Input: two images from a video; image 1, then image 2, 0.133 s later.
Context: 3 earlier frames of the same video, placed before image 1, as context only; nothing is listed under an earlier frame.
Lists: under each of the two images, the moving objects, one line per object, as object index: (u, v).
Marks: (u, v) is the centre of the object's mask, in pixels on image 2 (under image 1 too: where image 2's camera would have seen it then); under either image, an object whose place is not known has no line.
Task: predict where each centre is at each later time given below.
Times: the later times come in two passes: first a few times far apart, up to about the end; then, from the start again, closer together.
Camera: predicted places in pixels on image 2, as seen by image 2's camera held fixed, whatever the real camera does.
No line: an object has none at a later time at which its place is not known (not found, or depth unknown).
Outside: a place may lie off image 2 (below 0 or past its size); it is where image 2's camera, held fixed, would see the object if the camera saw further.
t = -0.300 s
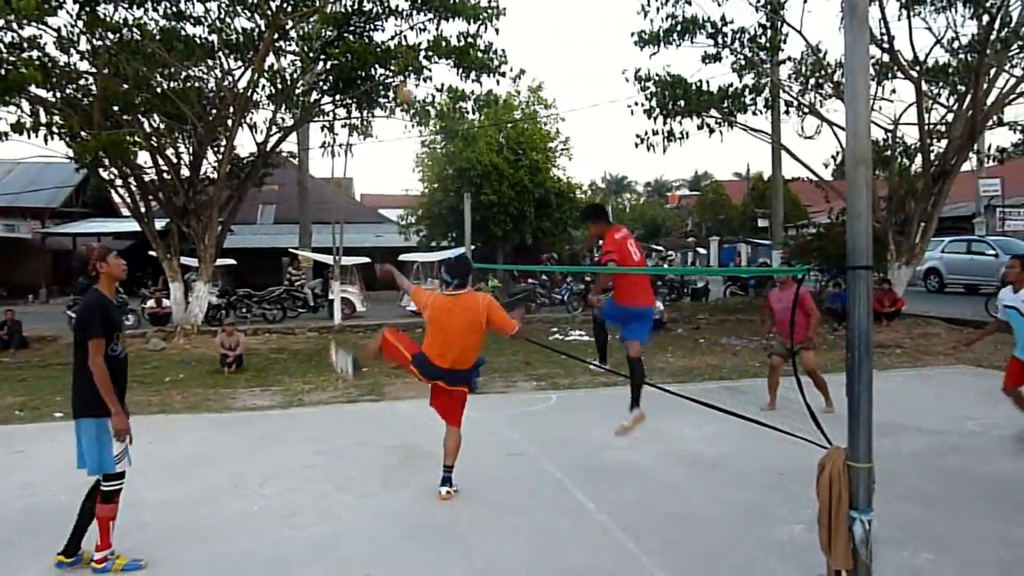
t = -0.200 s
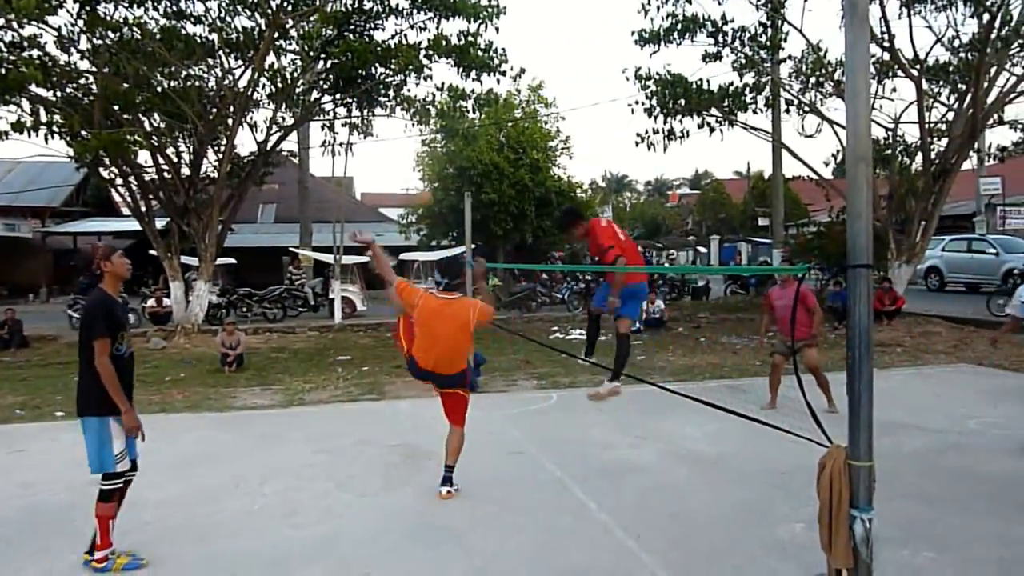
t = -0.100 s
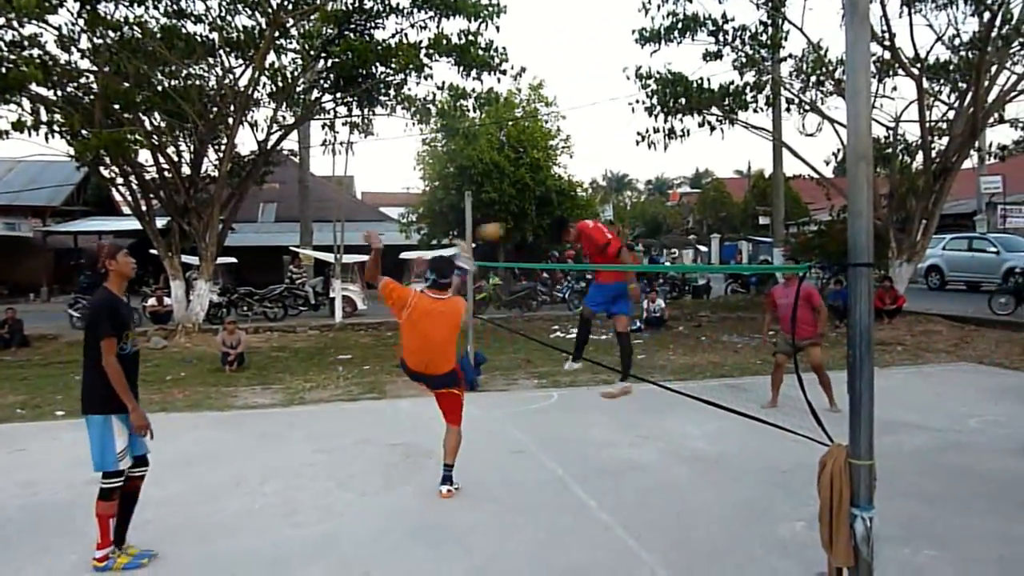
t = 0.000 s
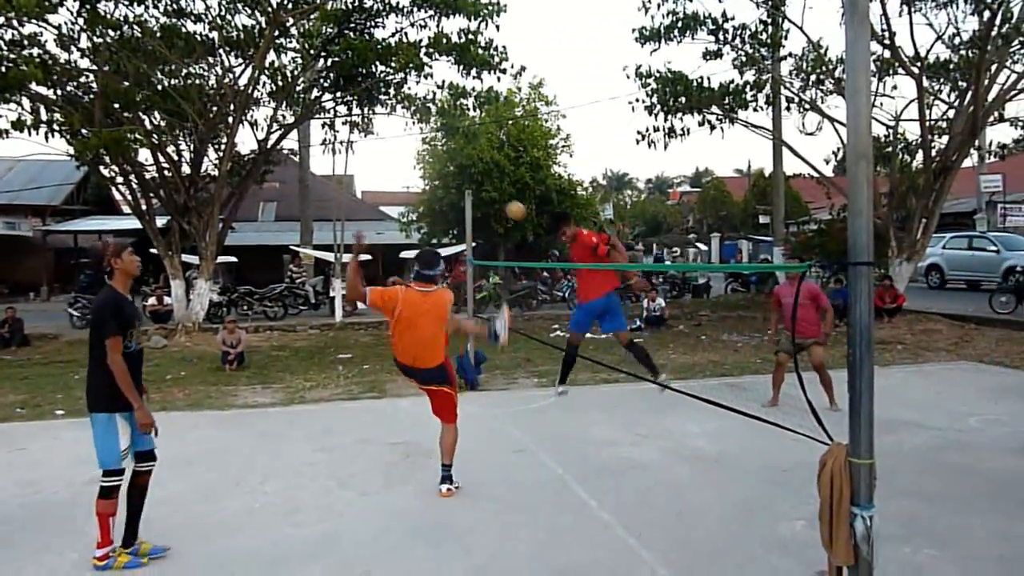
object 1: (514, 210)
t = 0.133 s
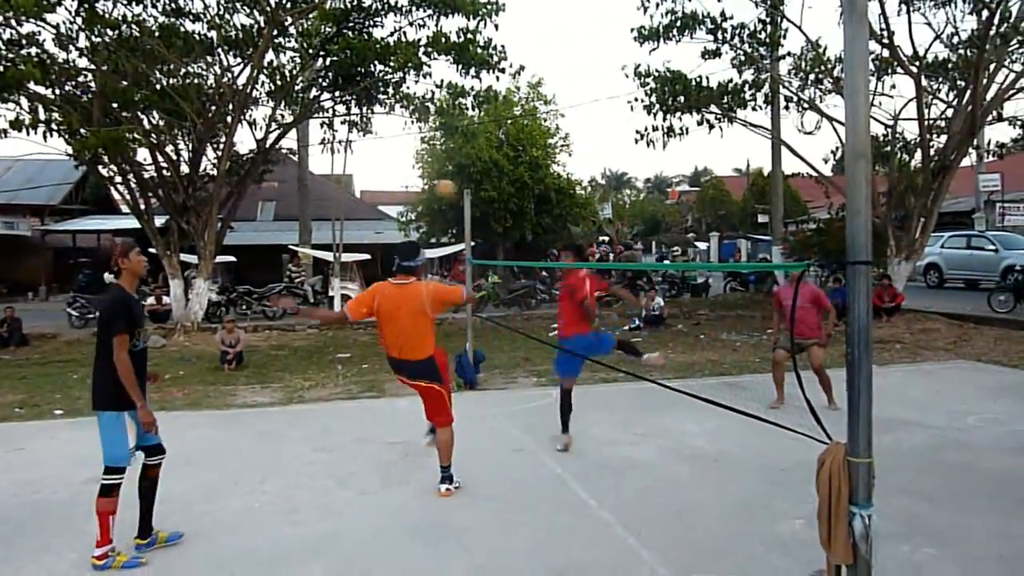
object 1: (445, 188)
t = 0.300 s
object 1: (353, 195)
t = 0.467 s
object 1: (260, 242)
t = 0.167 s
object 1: (431, 186)
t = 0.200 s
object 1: (410, 185)
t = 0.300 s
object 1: (353, 195)
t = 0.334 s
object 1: (337, 199)
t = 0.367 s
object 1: (317, 208)
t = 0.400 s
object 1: (299, 217)
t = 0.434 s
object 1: (279, 229)
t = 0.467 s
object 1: (260, 242)
